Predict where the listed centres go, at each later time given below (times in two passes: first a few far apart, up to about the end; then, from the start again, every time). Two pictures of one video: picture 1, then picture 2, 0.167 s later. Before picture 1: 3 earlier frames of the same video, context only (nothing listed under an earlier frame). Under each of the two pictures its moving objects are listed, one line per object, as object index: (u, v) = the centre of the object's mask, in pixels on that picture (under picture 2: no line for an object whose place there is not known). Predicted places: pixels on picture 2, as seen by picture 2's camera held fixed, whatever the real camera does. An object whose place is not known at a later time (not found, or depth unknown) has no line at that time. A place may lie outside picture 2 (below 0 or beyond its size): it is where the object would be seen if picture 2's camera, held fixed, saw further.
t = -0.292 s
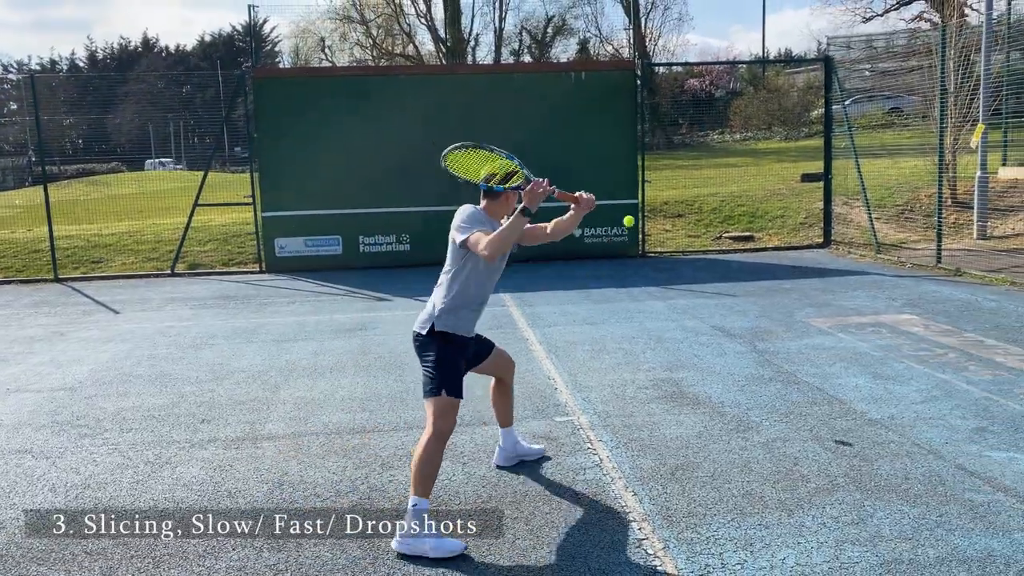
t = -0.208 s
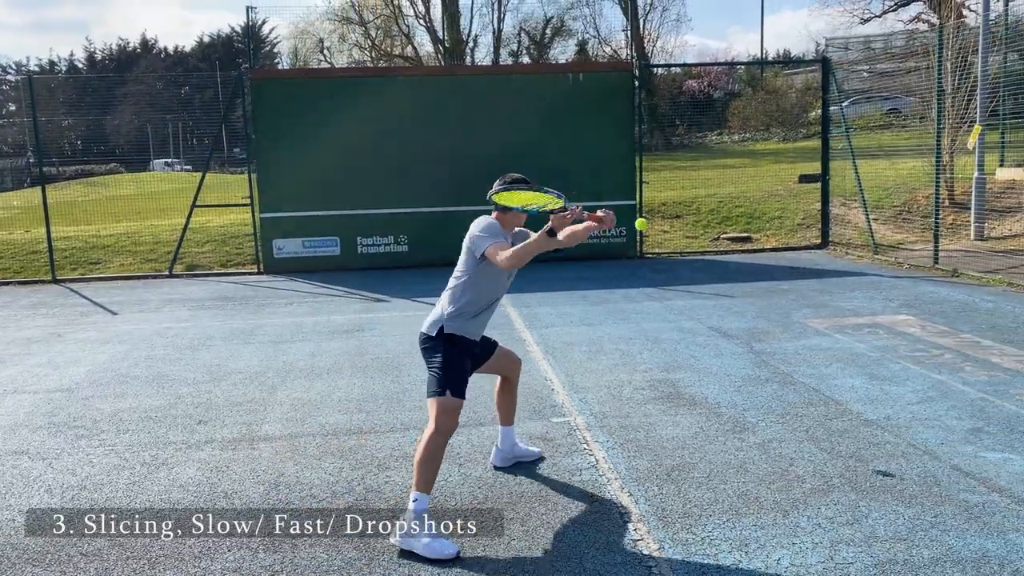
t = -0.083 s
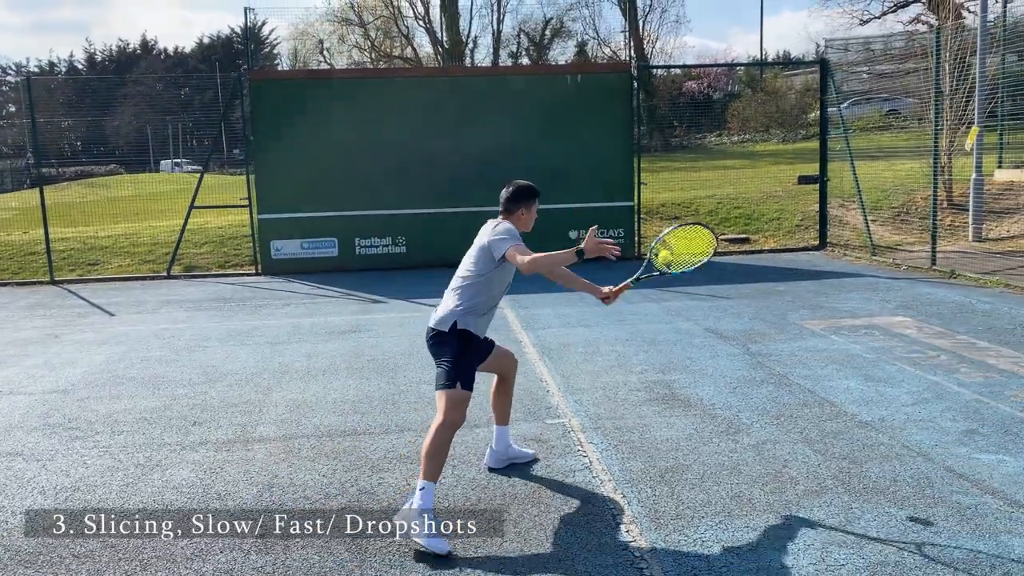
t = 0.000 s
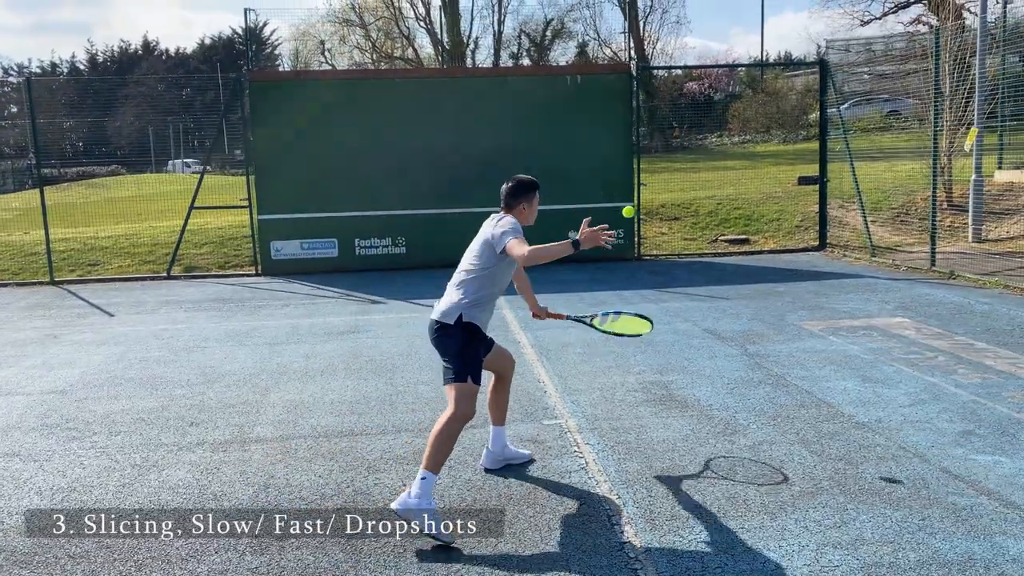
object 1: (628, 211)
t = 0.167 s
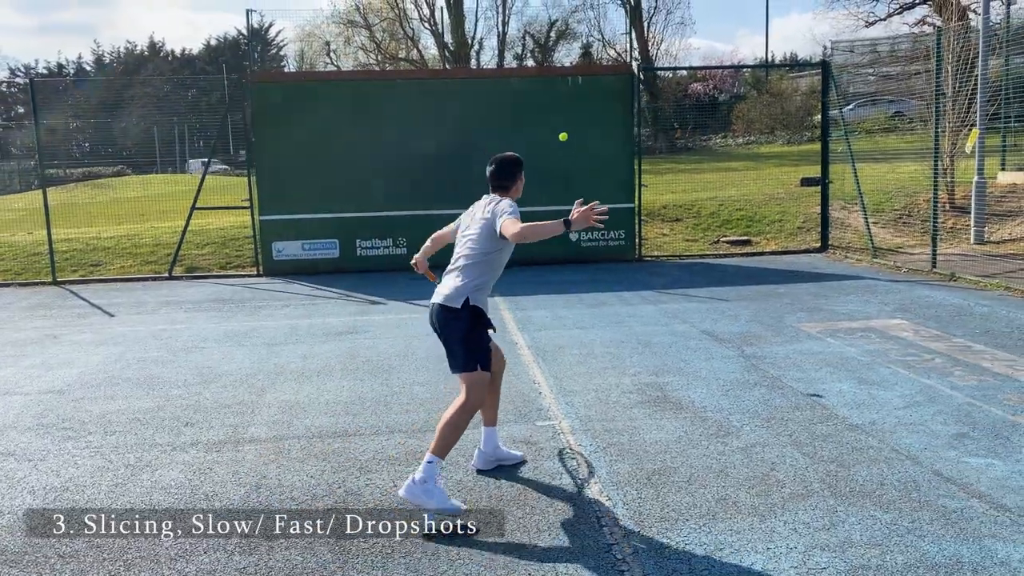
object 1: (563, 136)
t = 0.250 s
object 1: (543, 122)
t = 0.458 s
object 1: (515, 118)
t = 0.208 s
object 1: (554, 129)
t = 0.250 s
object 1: (543, 122)
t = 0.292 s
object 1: (537, 118)
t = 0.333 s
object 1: (529, 116)
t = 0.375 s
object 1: (524, 116)
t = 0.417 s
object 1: (518, 116)
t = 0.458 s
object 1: (515, 118)
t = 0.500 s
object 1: (510, 121)
